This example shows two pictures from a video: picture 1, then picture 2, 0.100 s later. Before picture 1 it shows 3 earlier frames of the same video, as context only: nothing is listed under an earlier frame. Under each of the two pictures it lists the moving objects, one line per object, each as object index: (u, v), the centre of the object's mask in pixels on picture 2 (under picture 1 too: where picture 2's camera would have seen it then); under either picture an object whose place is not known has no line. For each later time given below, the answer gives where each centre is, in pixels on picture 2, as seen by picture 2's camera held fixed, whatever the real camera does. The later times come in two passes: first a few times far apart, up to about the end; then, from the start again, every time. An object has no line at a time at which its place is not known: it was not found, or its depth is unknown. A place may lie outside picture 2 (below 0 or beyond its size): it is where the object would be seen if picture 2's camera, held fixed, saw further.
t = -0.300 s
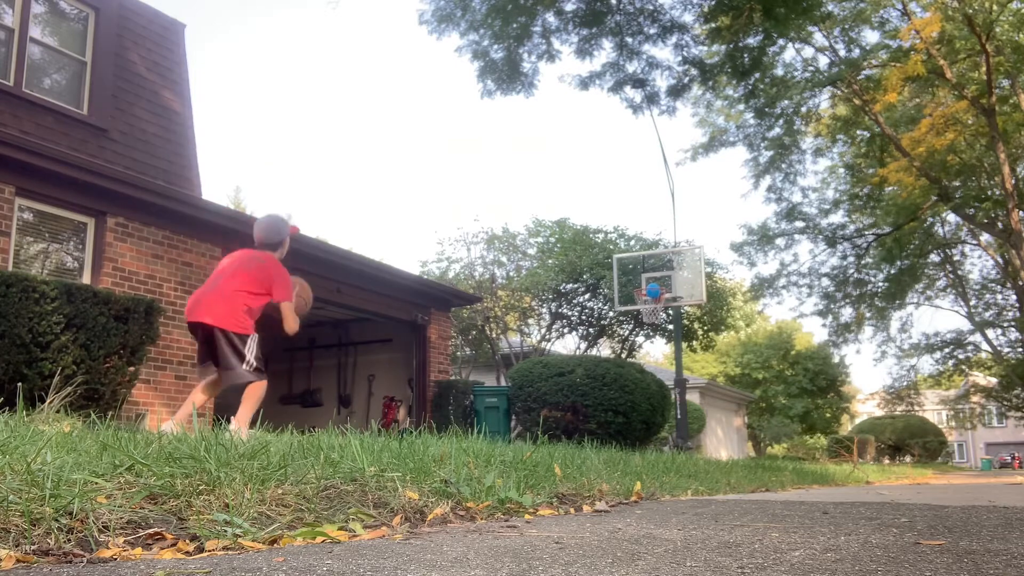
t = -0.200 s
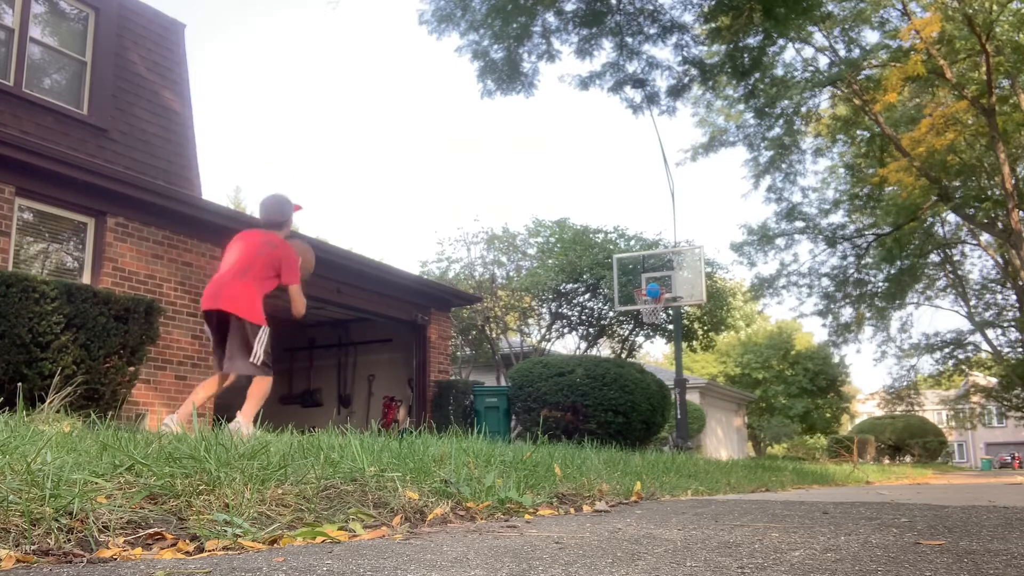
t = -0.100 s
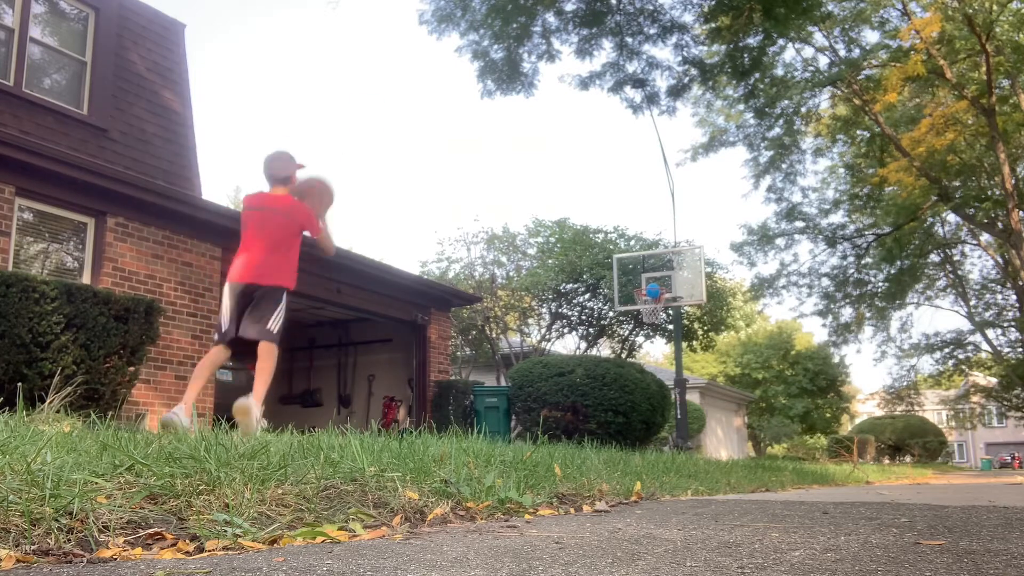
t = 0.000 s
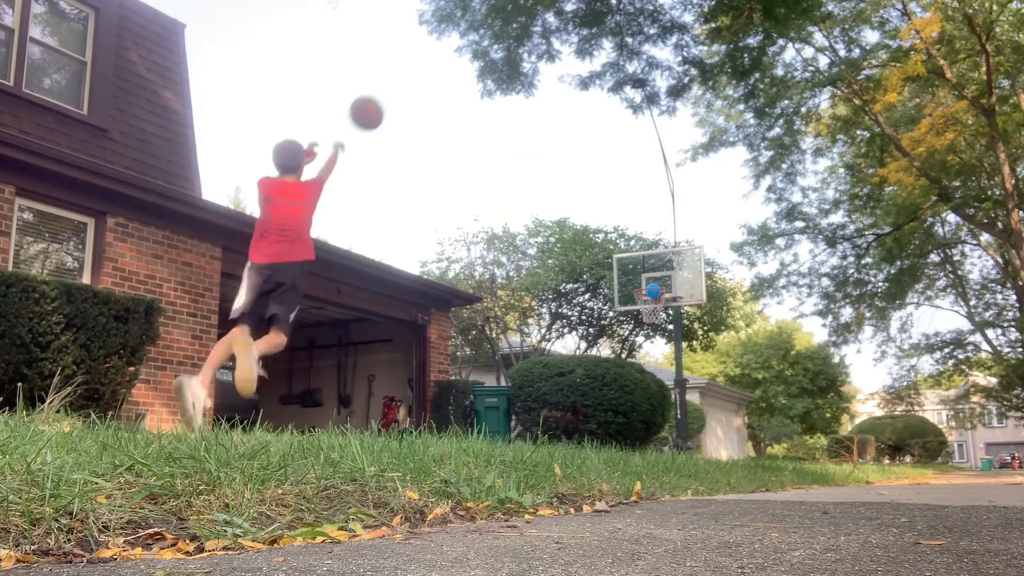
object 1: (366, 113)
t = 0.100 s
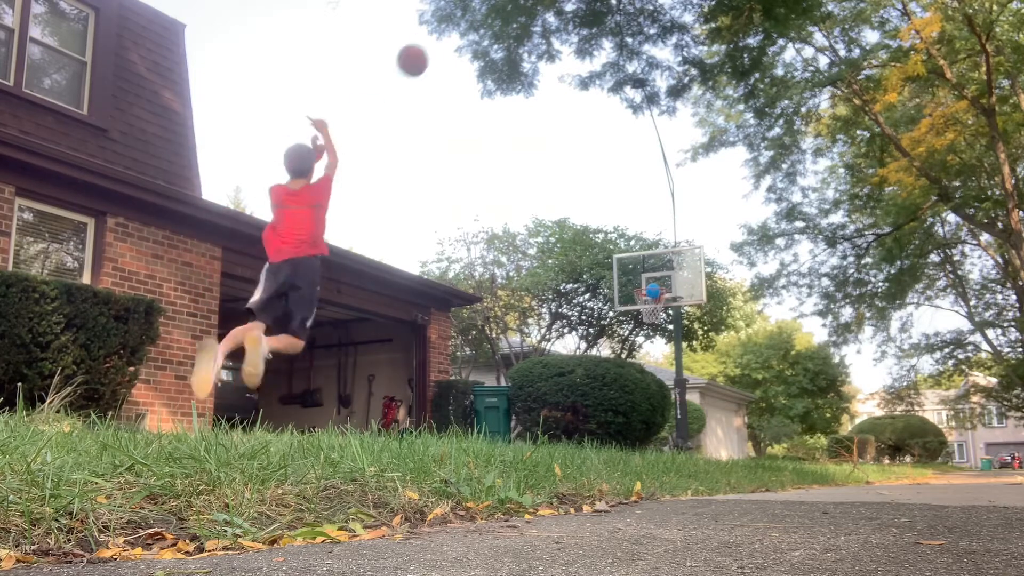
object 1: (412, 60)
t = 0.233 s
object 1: (461, 22)
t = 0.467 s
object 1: (523, 12)
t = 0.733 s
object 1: (574, 60)
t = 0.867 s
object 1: (595, 98)
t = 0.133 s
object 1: (425, 48)
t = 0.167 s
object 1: (438, 37)
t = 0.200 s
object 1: (450, 28)
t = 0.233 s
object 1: (461, 22)
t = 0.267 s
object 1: (471, 18)
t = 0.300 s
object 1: (481, 13)
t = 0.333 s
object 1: (491, 11)
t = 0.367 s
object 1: (500, 10)
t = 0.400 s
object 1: (507, 10)
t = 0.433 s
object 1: (515, 11)
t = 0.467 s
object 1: (523, 12)
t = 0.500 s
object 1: (531, 16)
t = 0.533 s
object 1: (536, 20)
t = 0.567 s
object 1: (543, 25)
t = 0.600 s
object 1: (551, 31)
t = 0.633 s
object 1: (555, 37)
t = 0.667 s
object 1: (562, 44)
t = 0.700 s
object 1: (568, 52)
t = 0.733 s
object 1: (574, 60)
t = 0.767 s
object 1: (579, 69)
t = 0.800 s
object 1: (584, 78)
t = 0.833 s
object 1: (589, 87)
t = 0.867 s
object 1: (595, 98)
